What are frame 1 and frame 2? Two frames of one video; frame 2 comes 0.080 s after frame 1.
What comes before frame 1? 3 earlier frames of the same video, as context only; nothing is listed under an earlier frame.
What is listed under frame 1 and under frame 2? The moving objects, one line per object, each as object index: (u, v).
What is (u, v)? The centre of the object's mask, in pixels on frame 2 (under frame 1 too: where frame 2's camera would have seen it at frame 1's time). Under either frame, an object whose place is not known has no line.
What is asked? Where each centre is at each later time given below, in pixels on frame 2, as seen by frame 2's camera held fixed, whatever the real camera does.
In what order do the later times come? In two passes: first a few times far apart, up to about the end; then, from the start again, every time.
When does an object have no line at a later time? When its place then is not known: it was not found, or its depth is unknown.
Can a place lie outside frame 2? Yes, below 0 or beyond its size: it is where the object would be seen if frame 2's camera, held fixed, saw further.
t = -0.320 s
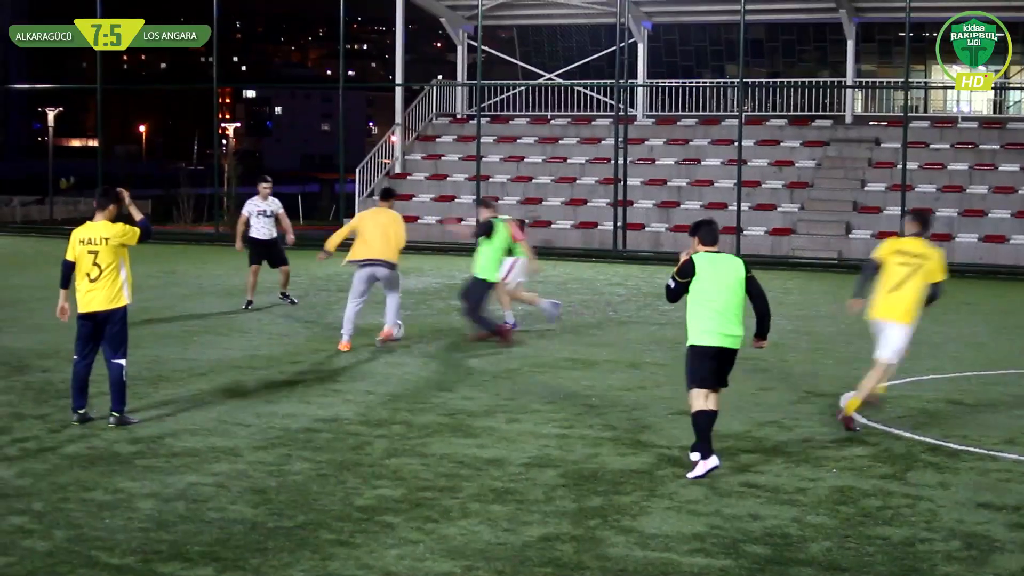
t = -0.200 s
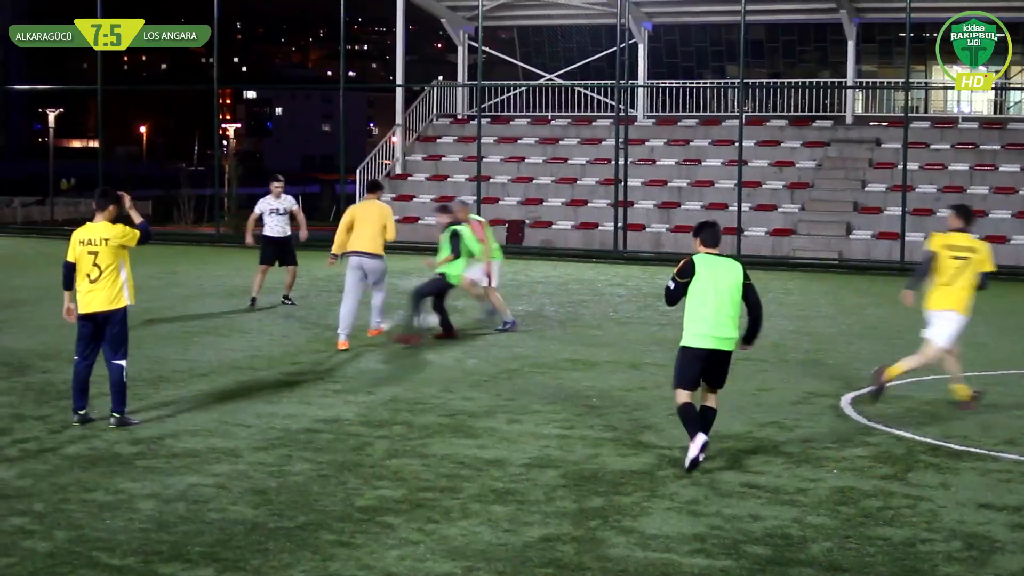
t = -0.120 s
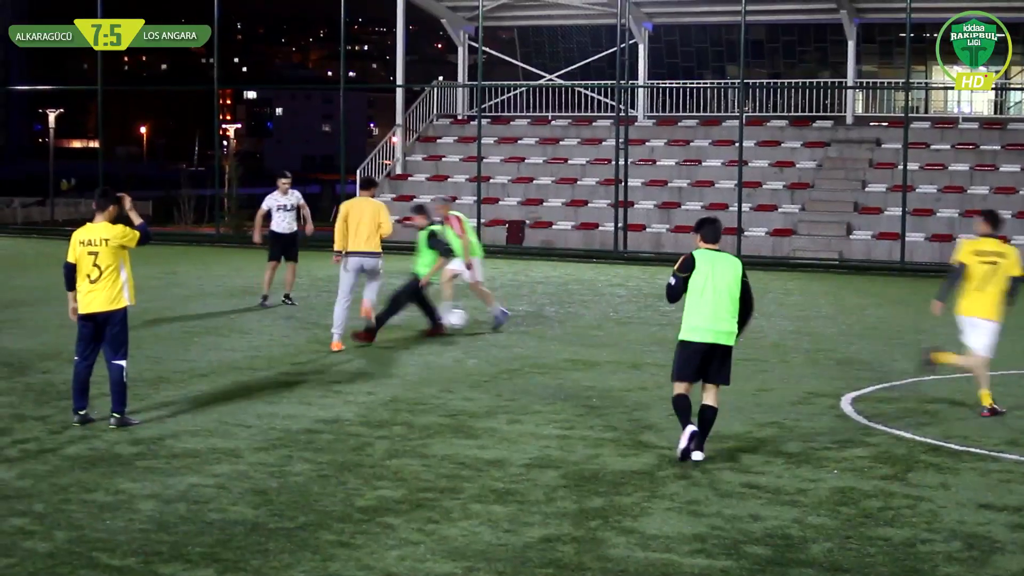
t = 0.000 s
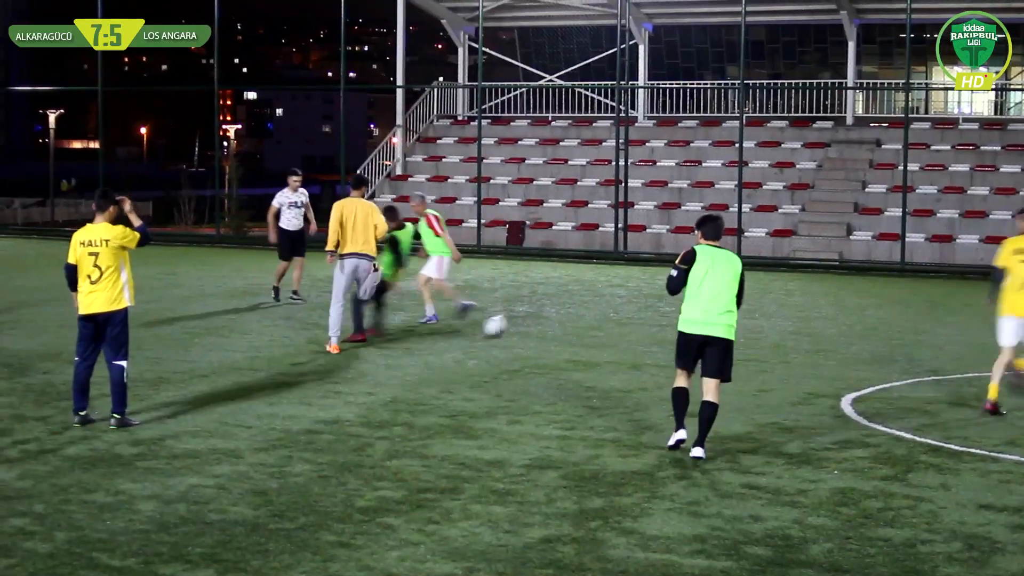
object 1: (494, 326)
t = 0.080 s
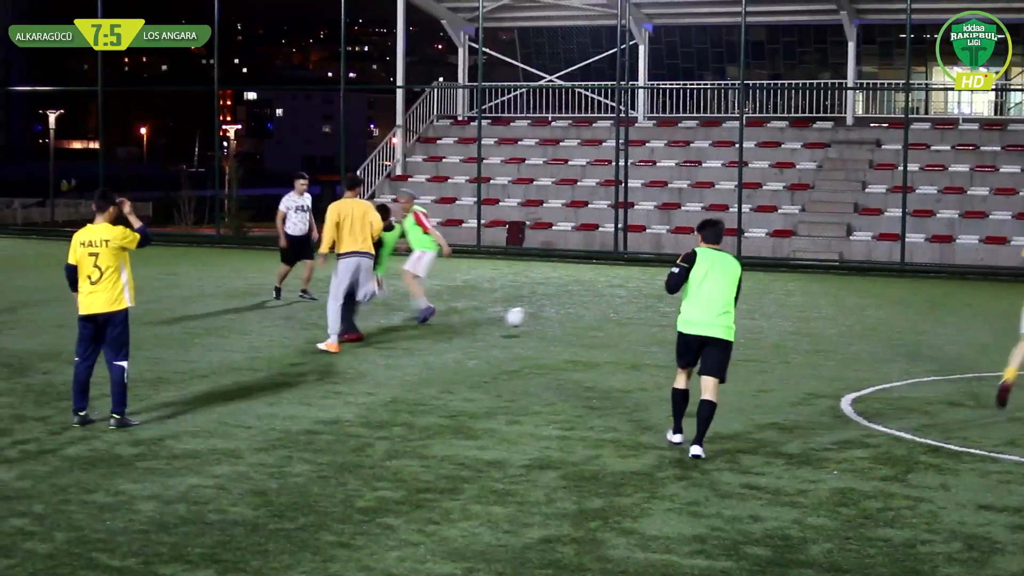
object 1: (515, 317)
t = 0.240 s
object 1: (552, 317)
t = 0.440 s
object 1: (591, 313)
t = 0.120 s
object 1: (525, 315)
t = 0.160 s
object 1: (534, 314)
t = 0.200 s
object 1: (544, 315)
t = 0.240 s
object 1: (552, 317)
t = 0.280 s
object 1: (561, 320)
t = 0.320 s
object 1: (569, 317)
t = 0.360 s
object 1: (577, 314)
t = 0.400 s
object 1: (584, 313)
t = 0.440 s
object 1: (591, 313)
